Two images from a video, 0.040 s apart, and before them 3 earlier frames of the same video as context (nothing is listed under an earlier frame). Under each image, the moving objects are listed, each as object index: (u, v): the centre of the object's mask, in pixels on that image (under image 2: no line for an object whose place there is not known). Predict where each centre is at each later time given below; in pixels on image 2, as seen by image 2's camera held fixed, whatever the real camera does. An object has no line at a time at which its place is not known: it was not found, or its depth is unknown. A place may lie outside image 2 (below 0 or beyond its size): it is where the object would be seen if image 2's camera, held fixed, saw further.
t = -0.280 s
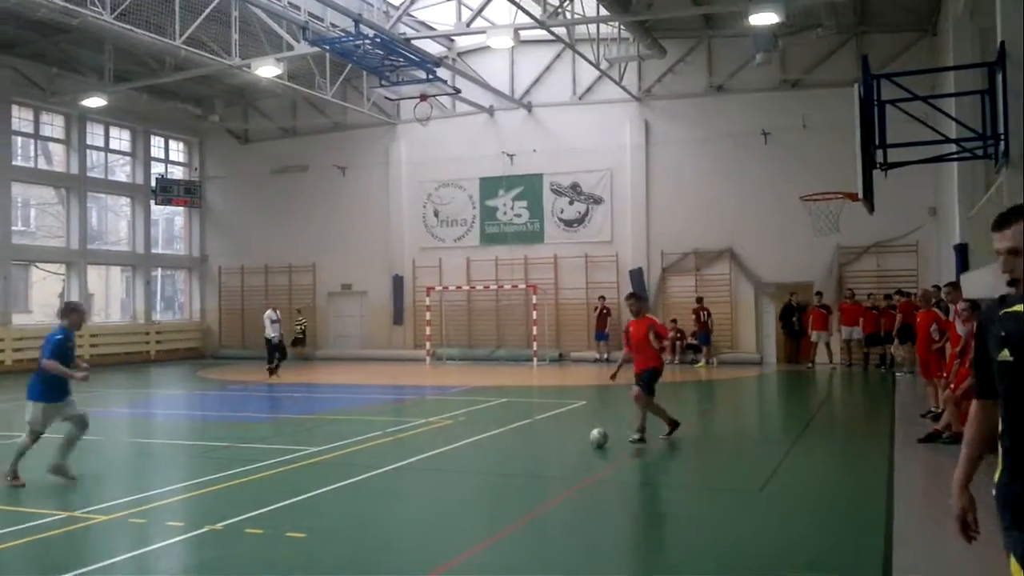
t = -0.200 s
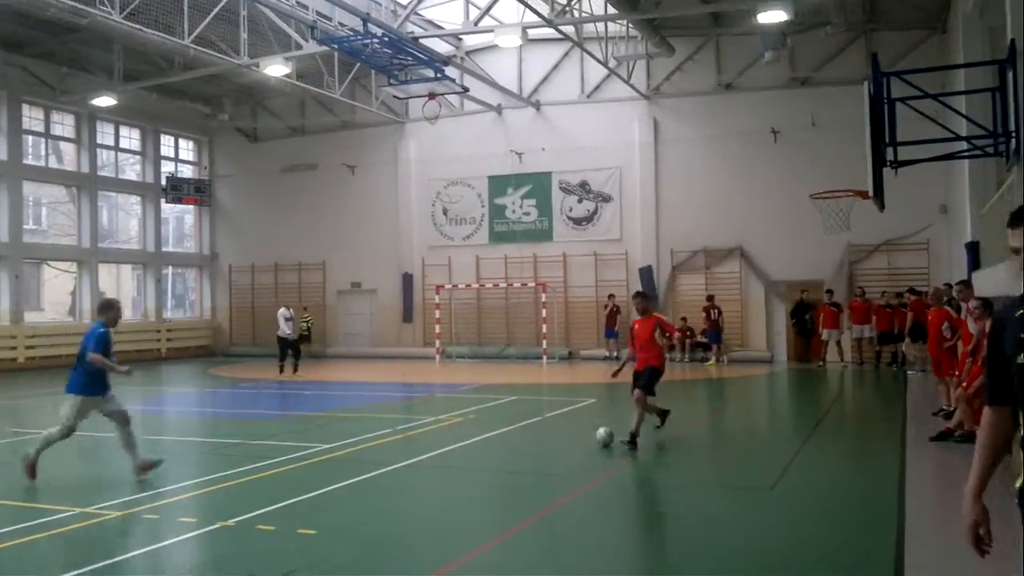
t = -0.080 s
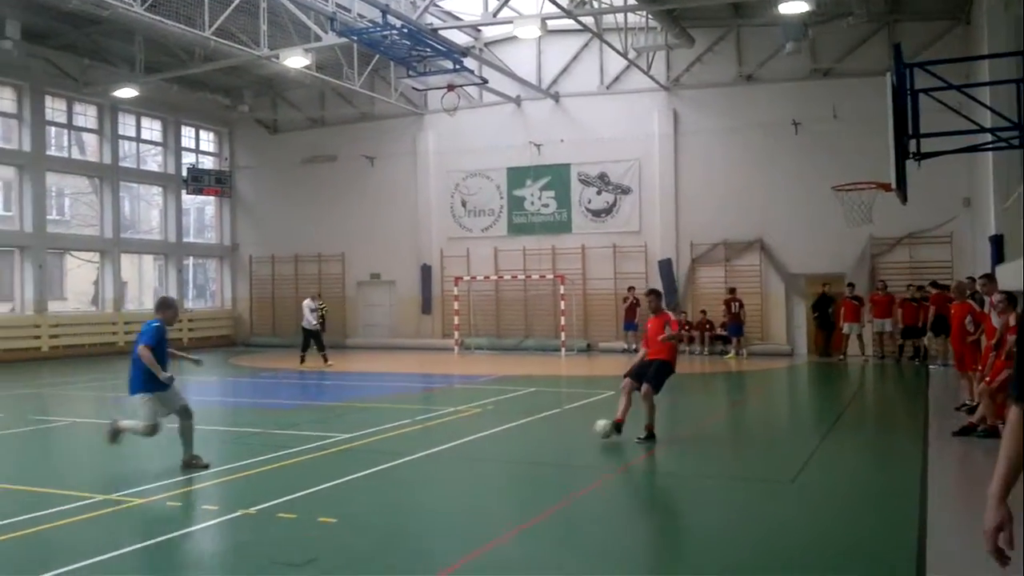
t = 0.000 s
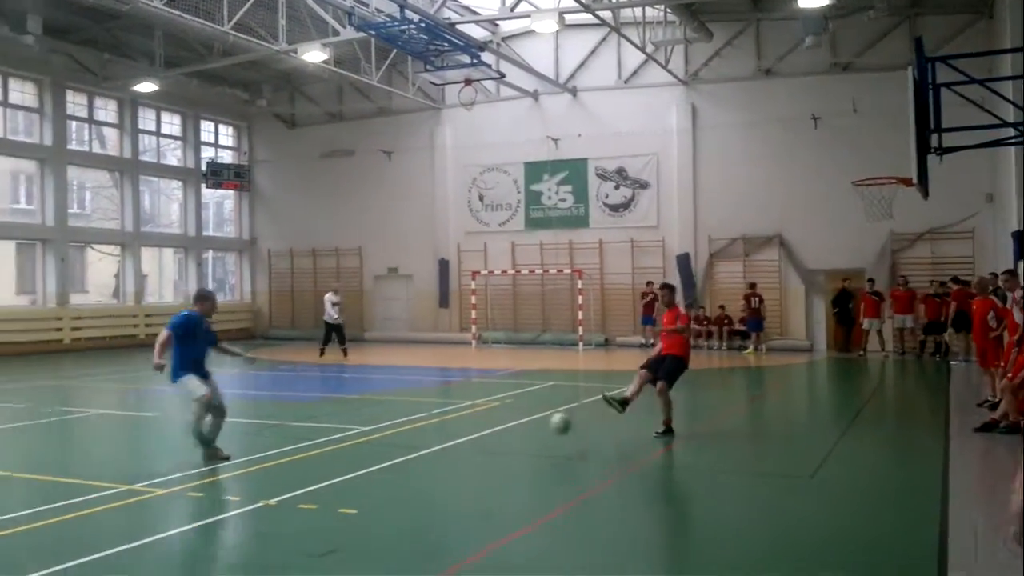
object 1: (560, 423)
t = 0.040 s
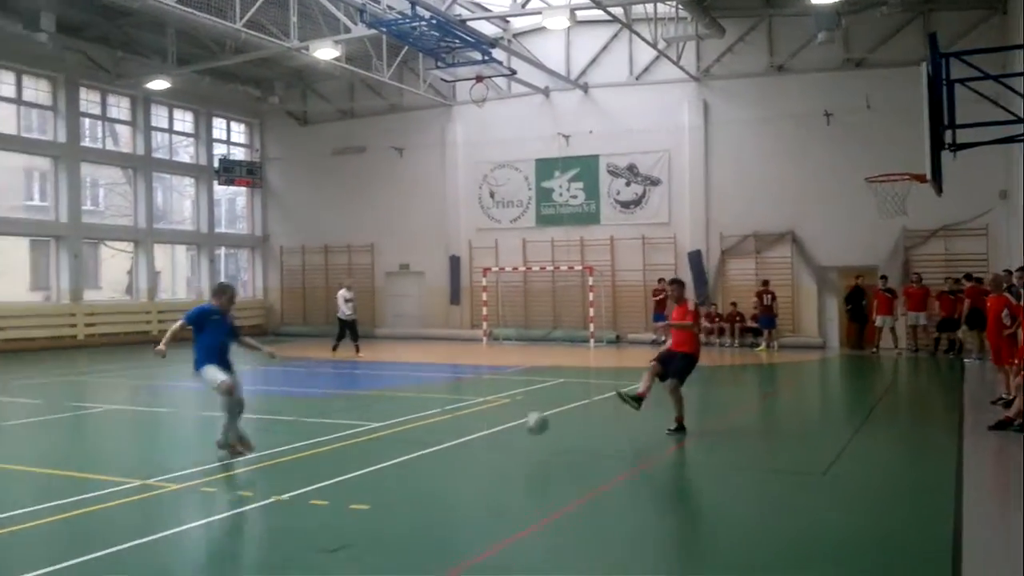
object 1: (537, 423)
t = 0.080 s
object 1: (498, 428)
